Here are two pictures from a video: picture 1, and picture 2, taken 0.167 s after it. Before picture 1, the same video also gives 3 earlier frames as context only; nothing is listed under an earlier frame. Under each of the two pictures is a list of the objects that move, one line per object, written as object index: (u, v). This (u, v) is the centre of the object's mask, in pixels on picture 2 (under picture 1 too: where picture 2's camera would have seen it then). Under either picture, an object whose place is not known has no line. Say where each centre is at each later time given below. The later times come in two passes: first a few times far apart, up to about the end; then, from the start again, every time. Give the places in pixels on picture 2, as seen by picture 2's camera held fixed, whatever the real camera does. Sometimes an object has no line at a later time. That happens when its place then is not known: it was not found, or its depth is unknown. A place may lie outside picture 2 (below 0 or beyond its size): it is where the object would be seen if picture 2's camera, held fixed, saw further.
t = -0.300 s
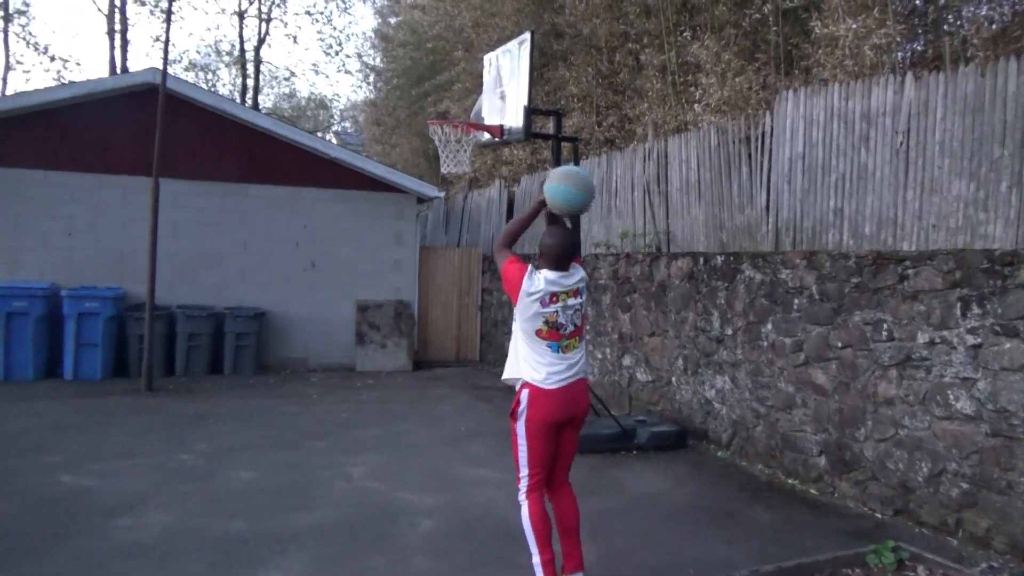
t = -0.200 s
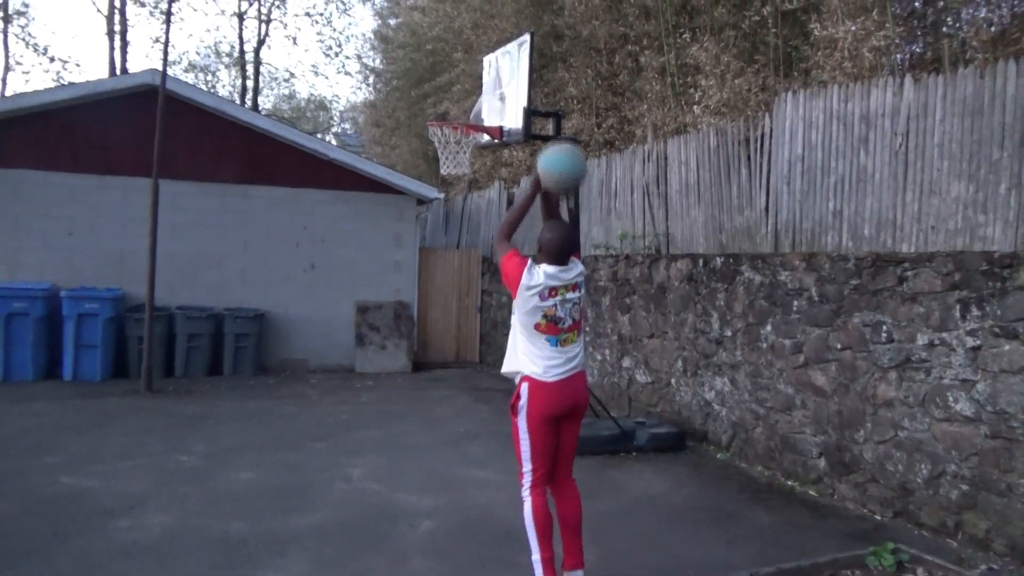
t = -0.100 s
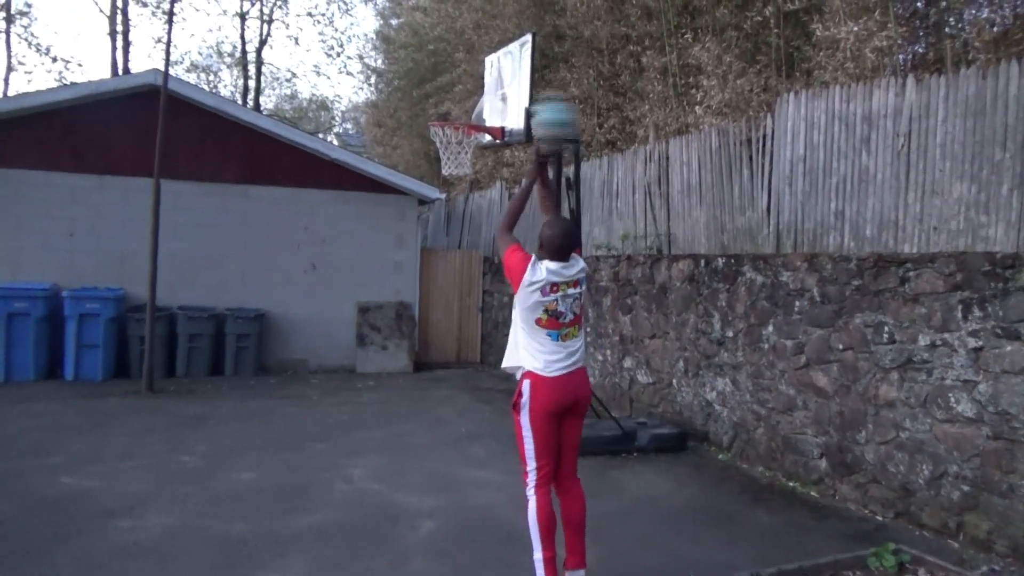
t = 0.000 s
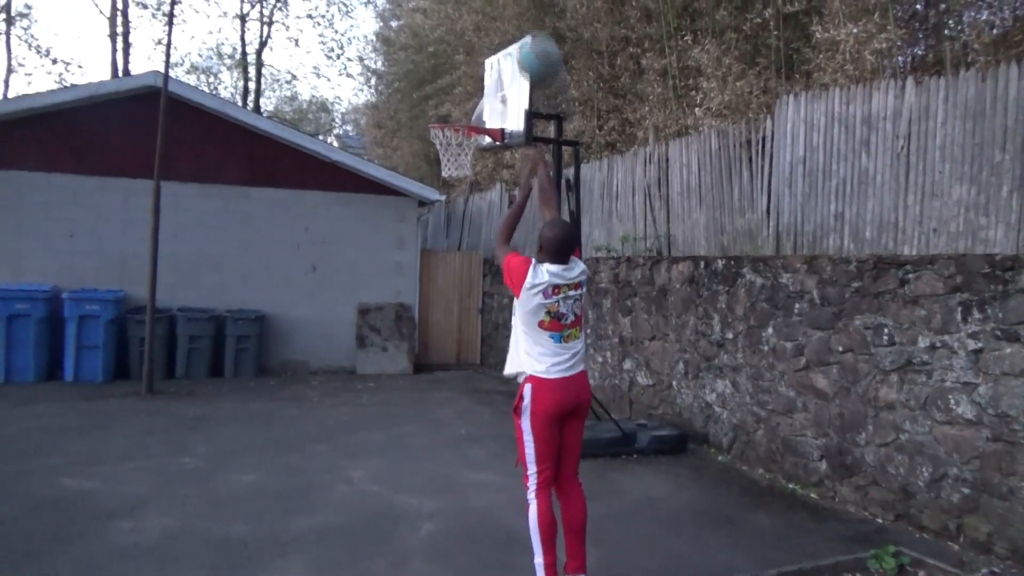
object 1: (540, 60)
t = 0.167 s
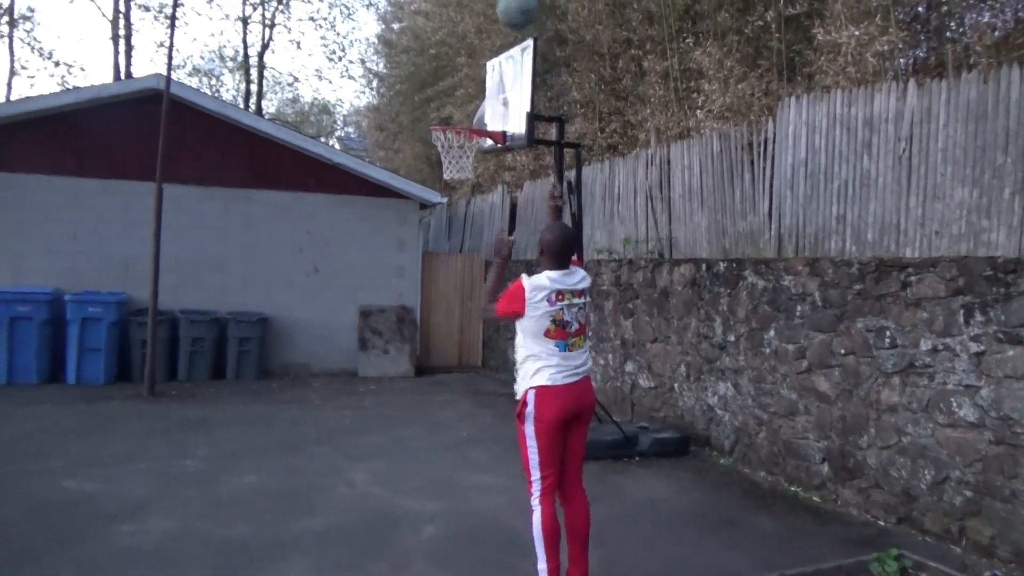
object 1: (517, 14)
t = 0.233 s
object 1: (511, 9)
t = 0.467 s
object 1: (483, 30)
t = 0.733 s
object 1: (457, 121)
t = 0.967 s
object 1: (462, 147)
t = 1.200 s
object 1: (458, 165)
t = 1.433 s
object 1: (456, 210)
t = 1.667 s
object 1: (452, 308)
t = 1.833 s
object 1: (449, 407)
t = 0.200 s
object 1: (514, 11)
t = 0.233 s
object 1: (511, 9)
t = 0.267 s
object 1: (505, 9)
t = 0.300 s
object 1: (501, 9)
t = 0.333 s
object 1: (497, 9)
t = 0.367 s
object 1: (493, 12)
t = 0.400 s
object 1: (490, 15)
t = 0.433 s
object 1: (486, 22)
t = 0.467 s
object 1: (483, 30)
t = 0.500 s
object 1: (480, 38)
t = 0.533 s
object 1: (476, 49)
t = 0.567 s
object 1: (473, 60)
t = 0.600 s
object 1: (469, 72)
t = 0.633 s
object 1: (467, 84)
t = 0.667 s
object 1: (462, 97)
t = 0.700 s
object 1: (460, 112)
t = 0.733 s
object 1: (457, 121)
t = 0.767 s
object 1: (457, 134)
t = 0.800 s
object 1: (458, 143)
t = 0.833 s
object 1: (459, 151)
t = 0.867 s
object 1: (461, 152)
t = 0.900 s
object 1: (461, 151)
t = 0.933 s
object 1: (462, 149)
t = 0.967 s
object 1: (462, 147)
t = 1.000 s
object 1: (459, 147)
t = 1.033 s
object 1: (462, 148)
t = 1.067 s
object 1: (463, 149)
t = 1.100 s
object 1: (461, 154)
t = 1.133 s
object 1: (458, 156)
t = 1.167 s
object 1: (458, 161)
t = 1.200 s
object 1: (458, 165)
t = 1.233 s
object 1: (459, 168)
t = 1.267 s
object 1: (458, 173)
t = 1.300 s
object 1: (459, 175)
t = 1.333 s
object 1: (457, 187)
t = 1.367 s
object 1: (456, 191)
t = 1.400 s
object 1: (456, 200)
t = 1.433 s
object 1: (456, 210)
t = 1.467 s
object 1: (455, 220)
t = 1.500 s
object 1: (454, 232)
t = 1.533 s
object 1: (454, 246)
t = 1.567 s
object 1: (453, 260)
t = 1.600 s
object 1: (453, 275)
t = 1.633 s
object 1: (453, 292)
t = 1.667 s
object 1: (452, 308)
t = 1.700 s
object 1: (451, 326)
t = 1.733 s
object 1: (451, 347)
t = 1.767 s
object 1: (450, 365)
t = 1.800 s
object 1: (450, 386)
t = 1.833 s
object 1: (449, 407)
